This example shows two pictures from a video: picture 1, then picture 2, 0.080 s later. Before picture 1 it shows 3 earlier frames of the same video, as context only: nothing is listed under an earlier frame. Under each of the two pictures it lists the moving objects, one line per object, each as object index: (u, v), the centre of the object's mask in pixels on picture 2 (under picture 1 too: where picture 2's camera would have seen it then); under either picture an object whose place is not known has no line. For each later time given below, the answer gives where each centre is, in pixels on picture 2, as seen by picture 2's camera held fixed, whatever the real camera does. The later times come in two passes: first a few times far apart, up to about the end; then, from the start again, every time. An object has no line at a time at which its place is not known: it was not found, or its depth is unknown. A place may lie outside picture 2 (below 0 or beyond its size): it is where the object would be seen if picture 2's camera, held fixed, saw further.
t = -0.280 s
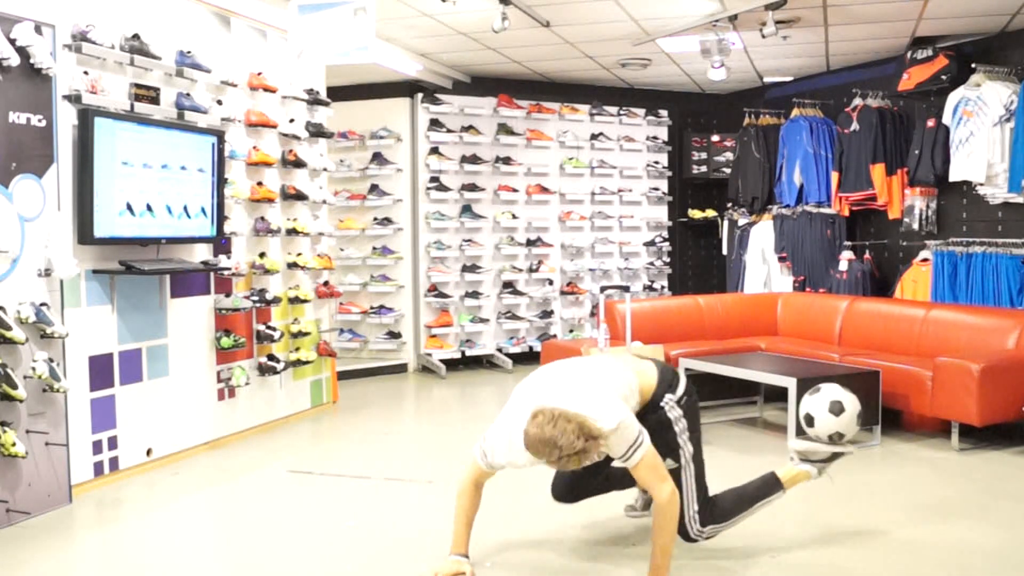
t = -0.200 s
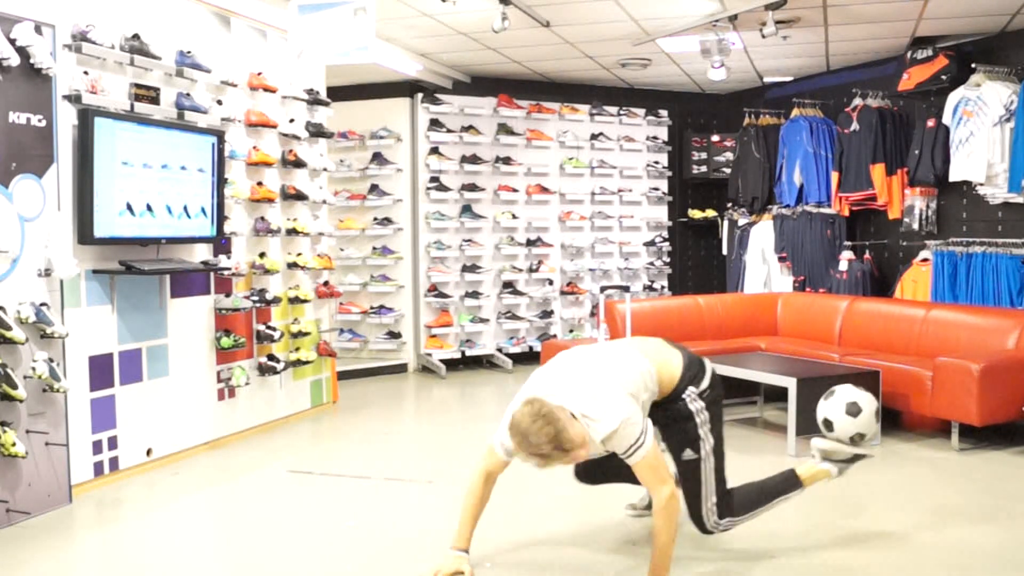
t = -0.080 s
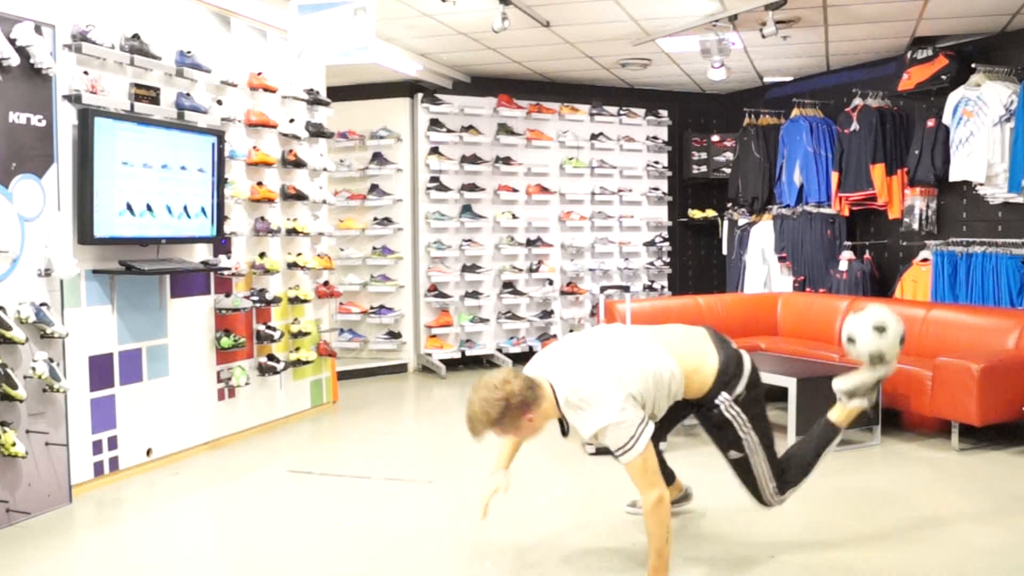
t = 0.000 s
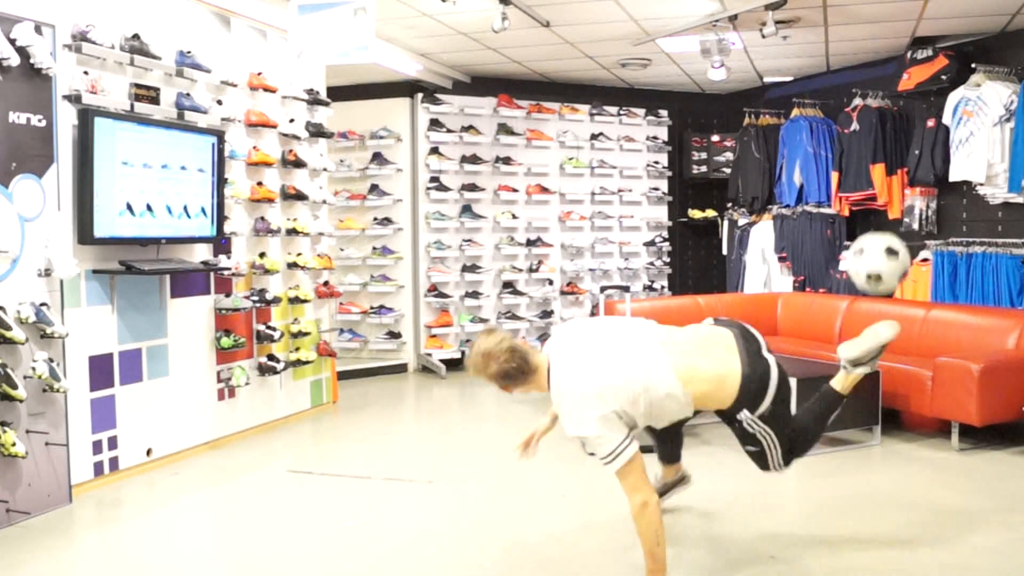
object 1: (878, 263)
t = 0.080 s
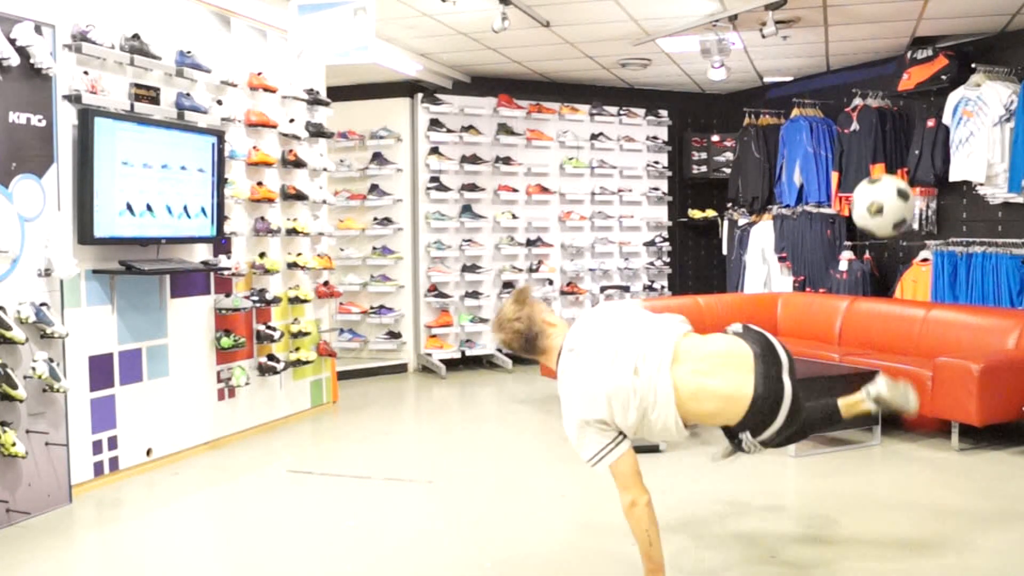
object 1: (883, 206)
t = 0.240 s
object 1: (891, 138)
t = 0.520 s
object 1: (907, 189)
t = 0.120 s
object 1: (885, 182)
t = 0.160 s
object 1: (887, 163)
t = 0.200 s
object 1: (889, 148)
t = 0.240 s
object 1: (891, 138)
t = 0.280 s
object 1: (893, 132)
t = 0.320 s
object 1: (896, 130)
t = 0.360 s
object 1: (898, 133)
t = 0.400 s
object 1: (900, 140)
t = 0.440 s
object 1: (903, 151)
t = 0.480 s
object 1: (905, 167)
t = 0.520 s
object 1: (907, 189)
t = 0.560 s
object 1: (909, 215)
